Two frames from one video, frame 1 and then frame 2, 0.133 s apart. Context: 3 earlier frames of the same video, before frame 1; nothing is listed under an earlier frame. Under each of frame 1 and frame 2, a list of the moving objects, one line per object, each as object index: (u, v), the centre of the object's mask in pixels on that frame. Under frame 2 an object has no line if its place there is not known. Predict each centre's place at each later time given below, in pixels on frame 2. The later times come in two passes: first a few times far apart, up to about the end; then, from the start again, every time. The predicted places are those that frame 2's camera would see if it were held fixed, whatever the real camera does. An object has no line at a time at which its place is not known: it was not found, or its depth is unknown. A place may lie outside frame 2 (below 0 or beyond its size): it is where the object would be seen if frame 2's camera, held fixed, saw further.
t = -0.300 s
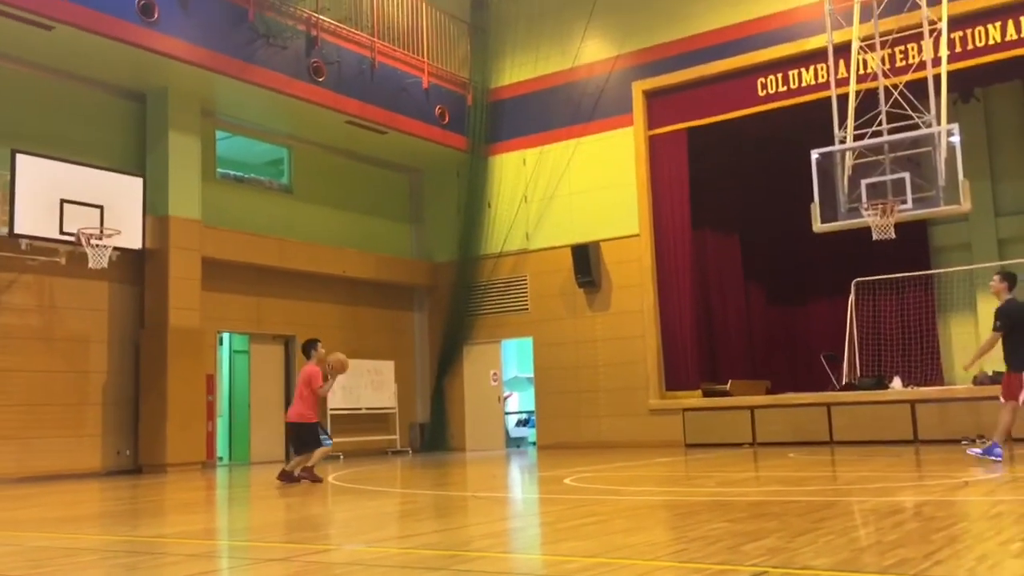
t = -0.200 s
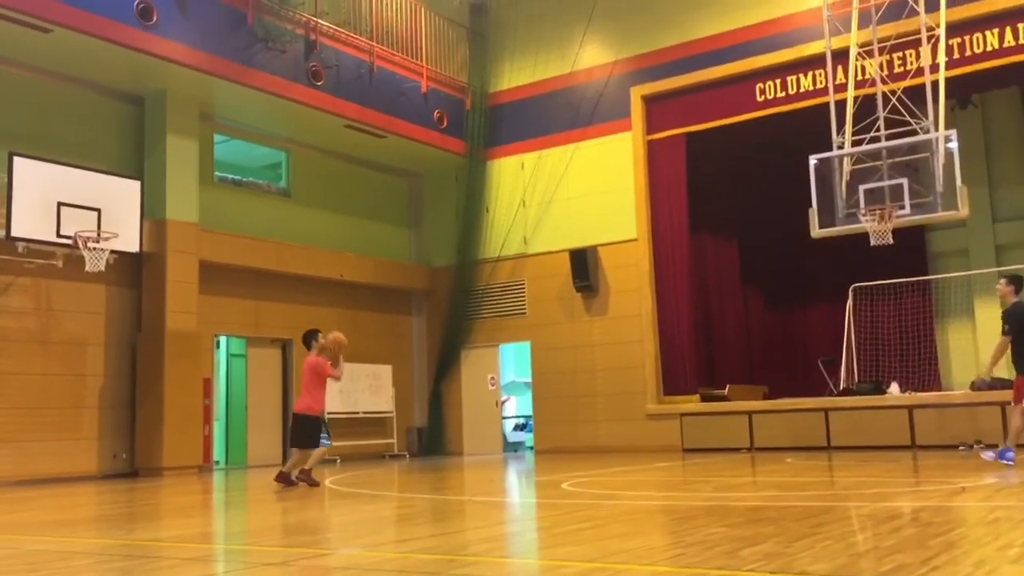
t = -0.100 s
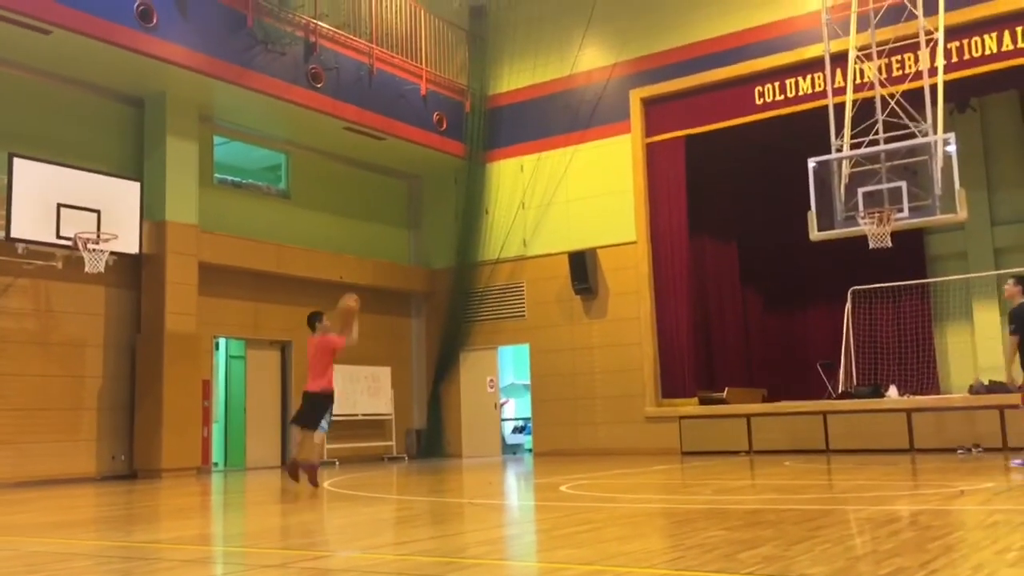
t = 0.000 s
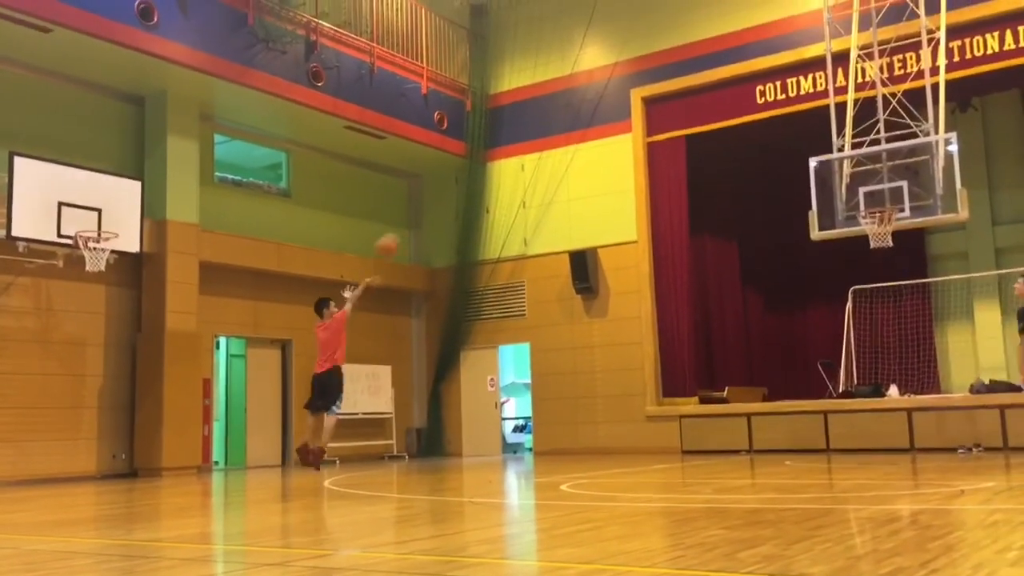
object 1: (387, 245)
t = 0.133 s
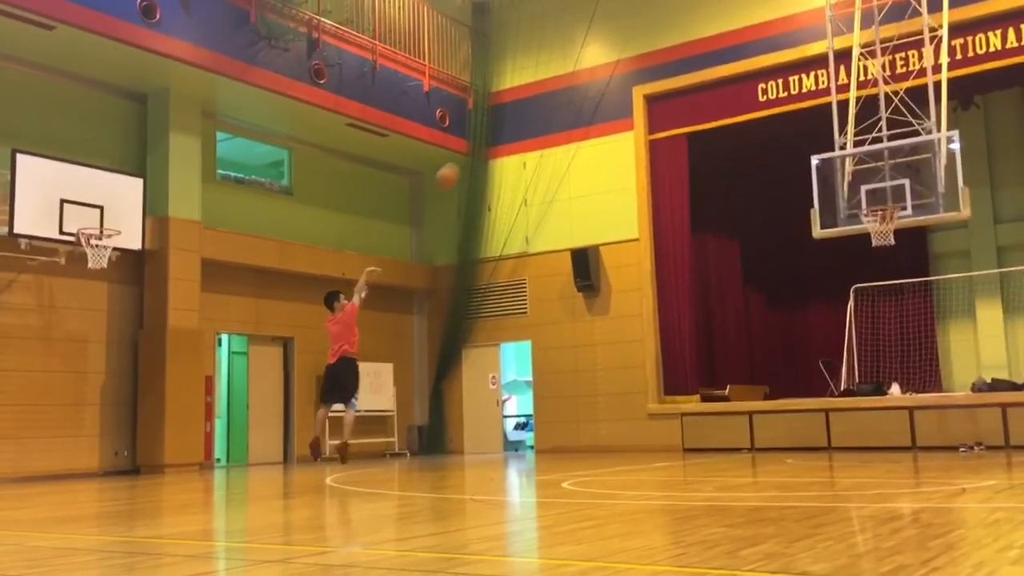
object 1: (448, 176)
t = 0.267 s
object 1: (504, 126)
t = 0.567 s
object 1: (619, 71)
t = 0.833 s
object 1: (718, 85)
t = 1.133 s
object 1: (823, 158)
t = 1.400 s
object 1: (891, 183)
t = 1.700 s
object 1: (901, 142)
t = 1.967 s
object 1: (915, 162)
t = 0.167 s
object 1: (463, 161)
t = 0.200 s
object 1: (478, 148)
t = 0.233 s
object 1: (491, 136)
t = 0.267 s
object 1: (504, 126)
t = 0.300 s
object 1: (518, 116)
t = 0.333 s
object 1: (531, 107)
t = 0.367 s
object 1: (544, 99)
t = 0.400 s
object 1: (558, 92)
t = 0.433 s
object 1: (570, 86)
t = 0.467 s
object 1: (582, 83)
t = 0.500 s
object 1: (596, 79)
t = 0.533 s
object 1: (608, 75)
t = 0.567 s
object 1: (619, 71)
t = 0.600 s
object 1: (633, 68)
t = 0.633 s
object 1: (646, 67)
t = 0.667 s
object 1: (659, 68)
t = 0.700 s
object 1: (670, 70)
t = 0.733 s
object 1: (682, 72)
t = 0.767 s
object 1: (693, 74)
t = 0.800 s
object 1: (706, 79)
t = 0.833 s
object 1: (718, 85)
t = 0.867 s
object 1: (730, 88)
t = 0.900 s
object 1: (741, 95)
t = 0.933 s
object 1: (751, 101)
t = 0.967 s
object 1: (765, 110)
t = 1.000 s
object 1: (778, 121)
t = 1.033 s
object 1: (788, 127)
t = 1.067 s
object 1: (800, 137)
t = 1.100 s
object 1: (811, 147)
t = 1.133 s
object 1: (823, 158)
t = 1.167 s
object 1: (833, 170)
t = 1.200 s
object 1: (847, 185)
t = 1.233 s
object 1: (858, 197)
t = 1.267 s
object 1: (869, 202)
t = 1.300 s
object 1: (879, 201)
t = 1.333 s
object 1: (889, 200)
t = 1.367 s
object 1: (891, 194)
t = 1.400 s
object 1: (891, 183)
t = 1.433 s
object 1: (891, 175)
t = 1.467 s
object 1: (892, 169)
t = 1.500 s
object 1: (893, 162)
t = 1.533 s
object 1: (894, 156)
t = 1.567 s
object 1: (895, 153)
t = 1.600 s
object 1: (896, 148)
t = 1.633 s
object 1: (897, 146)
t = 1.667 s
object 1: (899, 143)
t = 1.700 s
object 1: (901, 142)
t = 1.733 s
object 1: (902, 141)
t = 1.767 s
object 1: (903, 141)
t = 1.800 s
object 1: (905, 143)
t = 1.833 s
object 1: (907, 144)
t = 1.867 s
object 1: (908, 148)
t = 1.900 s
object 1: (911, 152)
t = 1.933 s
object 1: (913, 156)
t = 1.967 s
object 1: (915, 162)
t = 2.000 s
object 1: (917, 169)
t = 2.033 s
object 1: (919, 177)
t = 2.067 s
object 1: (922, 186)
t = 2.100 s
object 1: (924, 194)
